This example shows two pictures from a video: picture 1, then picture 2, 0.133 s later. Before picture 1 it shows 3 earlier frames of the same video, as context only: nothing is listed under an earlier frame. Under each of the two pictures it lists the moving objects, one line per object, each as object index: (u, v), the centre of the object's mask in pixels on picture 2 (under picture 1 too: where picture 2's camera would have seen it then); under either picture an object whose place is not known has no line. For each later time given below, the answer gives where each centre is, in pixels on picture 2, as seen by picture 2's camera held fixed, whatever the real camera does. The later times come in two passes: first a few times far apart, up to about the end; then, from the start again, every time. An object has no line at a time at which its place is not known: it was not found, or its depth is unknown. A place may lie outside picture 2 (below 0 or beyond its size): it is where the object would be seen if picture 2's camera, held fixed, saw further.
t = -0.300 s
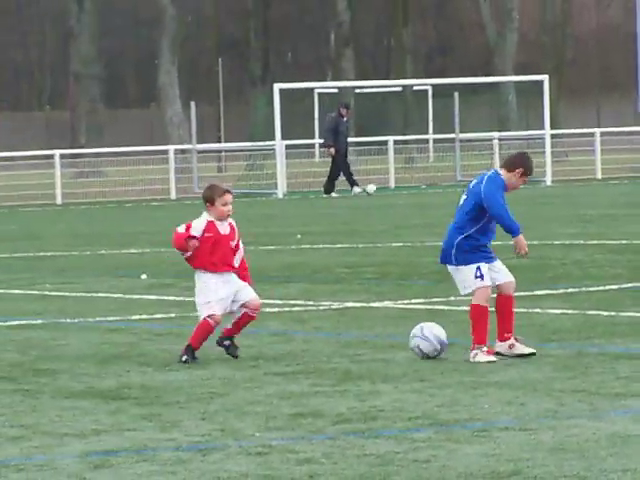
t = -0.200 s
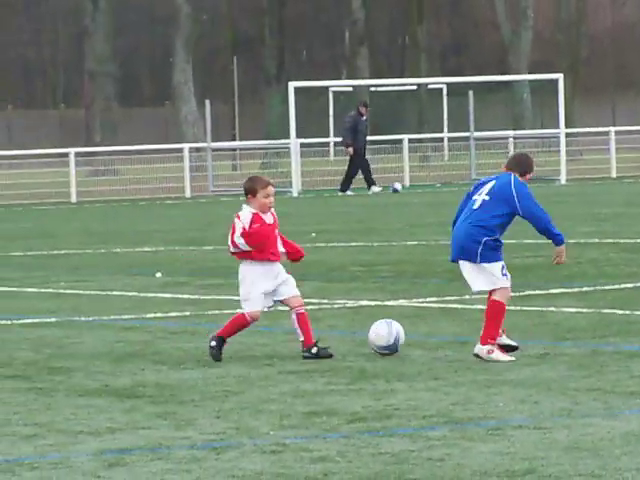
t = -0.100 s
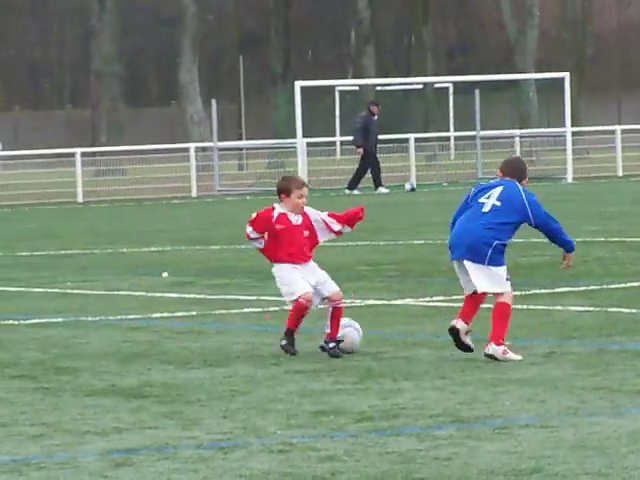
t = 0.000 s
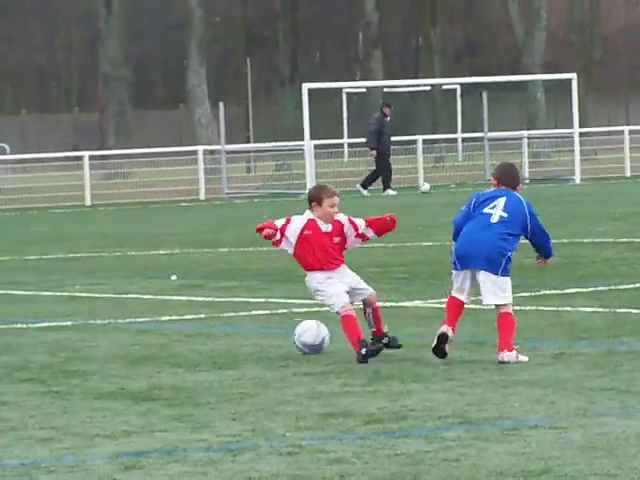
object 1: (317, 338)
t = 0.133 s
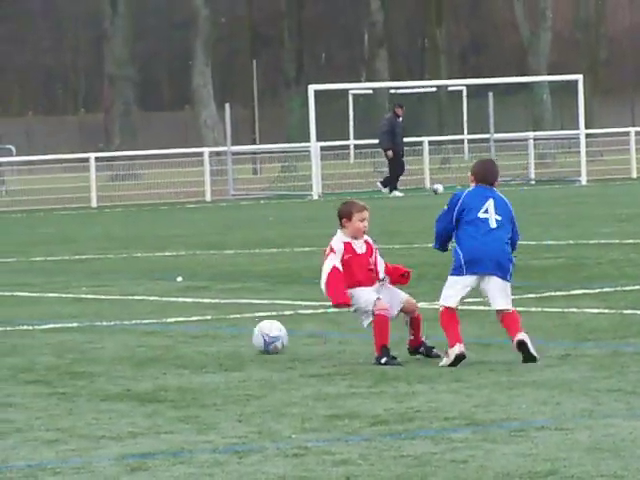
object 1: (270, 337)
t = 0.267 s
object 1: (229, 337)
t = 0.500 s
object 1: (176, 337)
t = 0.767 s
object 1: (118, 336)
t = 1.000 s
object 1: (71, 336)
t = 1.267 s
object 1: (20, 336)
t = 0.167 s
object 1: (259, 336)
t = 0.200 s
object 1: (247, 337)
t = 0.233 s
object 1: (238, 337)
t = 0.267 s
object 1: (229, 337)
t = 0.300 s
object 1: (222, 336)
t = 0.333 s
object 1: (215, 338)
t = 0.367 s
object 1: (207, 338)
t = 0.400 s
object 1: (199, 336)
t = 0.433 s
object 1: (191, 336)
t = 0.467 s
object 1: (184, 337)
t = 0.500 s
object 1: (176, 337)
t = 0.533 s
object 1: (169, 336)
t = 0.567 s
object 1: (162, 336)
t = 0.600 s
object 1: (155, 337)
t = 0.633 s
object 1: (148, 336)
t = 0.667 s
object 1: (141, 336)
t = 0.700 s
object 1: (133, 337)
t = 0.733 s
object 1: (126, 336)
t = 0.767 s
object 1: (118, 336)
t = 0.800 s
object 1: (111, 336)
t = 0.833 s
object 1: (105, 336)
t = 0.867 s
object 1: (98, 336)
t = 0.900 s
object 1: (91, 337)
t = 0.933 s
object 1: (84, 336)
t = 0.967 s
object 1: (78, 336)
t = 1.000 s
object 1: (71, 336)
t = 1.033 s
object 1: (64, 336)
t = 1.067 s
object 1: (57, 335)
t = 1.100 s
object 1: (51, 336)
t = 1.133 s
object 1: (45, 336)
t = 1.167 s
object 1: (39, 335)
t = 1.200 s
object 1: (32, 335)
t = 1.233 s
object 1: (26, 336)
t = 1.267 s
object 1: (20, 336)
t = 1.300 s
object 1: (14, 335)
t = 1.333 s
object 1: (7, 336)
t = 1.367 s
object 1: (1, 335)
